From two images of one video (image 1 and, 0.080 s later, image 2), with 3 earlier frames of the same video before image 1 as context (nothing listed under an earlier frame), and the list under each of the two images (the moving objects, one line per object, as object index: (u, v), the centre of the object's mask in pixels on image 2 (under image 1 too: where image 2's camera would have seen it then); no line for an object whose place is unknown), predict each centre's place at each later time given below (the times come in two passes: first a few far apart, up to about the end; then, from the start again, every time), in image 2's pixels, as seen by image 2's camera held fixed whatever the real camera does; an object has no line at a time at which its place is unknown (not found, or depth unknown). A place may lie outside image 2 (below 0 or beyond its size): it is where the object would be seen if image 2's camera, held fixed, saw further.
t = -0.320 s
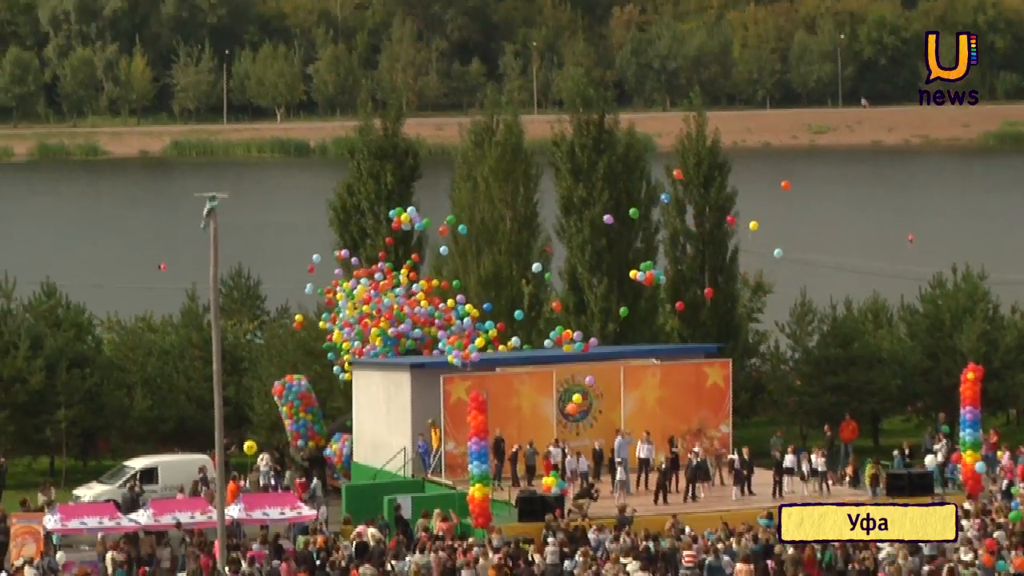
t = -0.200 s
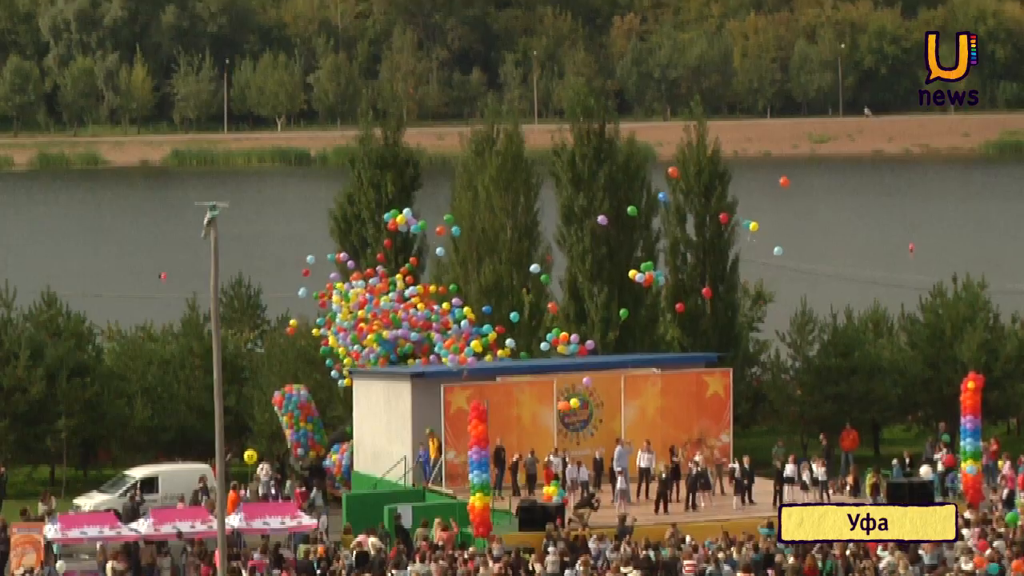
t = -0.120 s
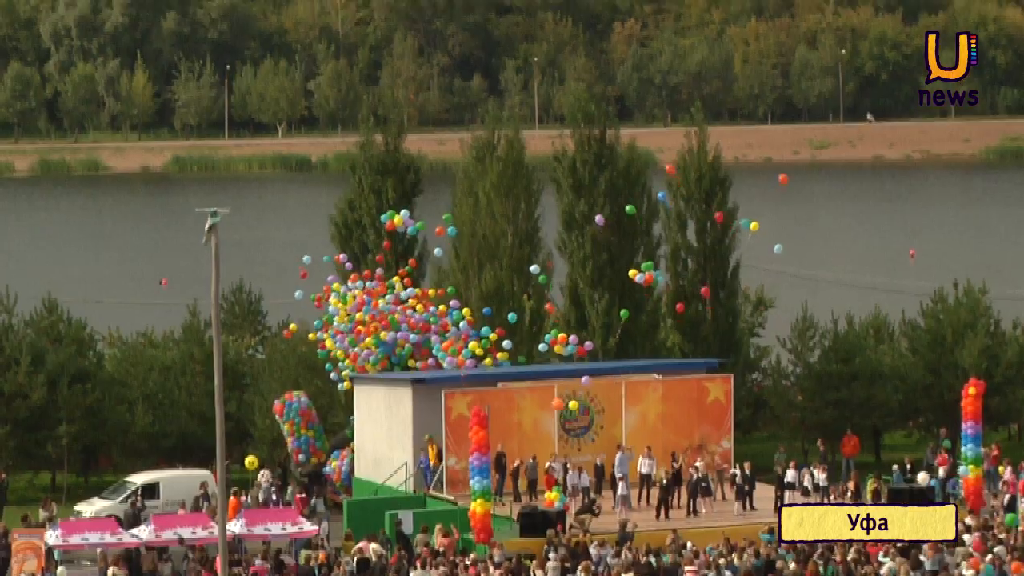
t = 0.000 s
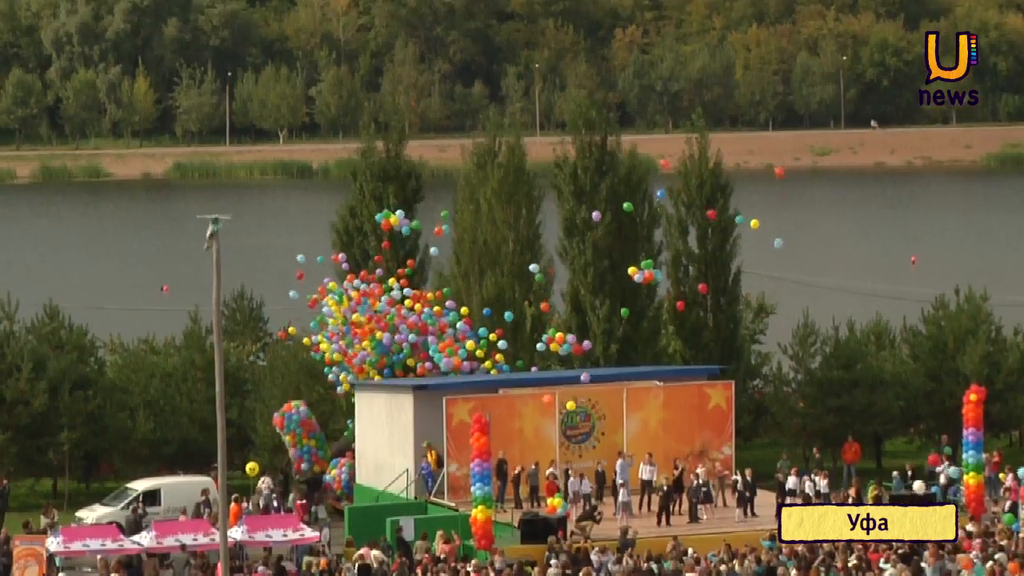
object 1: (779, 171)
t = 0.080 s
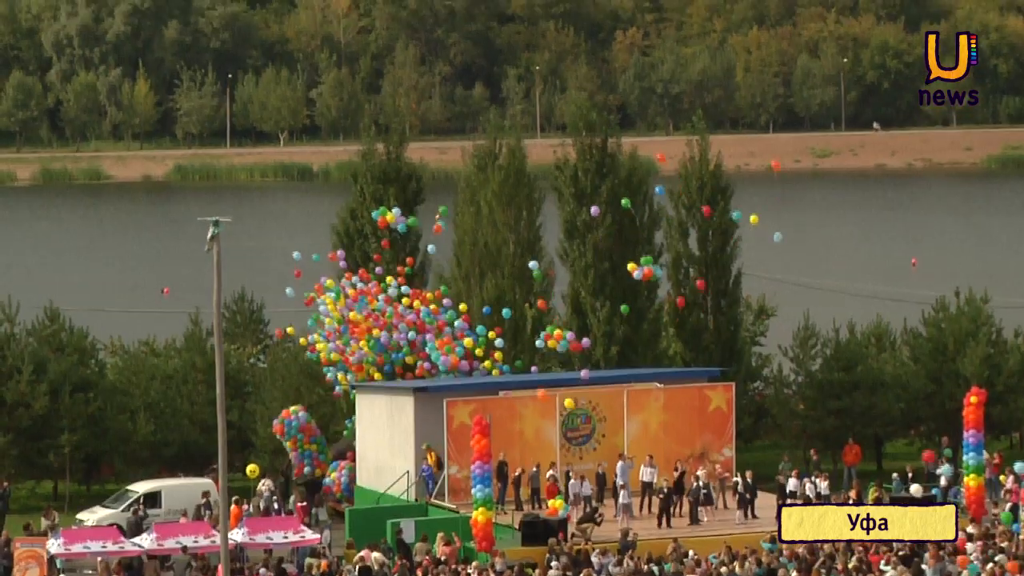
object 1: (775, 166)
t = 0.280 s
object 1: (762, 141)
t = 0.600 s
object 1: (743, 105)
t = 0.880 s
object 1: (731, 75)
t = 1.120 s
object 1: (729, 57)
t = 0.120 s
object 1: (772, 160)
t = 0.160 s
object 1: (771, 154)
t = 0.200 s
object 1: (768, 150)
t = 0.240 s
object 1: (766, 146)
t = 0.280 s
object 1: (762, 141)
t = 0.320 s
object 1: (761, 137)
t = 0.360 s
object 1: (758, 133)
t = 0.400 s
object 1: (754, 127)
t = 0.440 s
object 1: (753, 123)
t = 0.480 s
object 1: (750, 121)
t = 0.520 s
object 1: (748, 116)
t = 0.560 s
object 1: (744, 109)
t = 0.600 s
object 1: (743, 105)
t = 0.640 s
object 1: (740, 101)
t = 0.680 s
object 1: (739, 96)
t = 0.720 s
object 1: (737, 91)
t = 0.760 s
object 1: (734, 85)
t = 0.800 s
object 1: (733, 81)
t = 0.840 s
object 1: (732, 78)
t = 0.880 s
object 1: (731, 75)
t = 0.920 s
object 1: (730, 72)
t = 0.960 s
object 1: (730, 69)
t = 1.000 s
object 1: (730, 66)
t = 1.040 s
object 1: (729, 63)
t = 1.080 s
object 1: (729, 60)
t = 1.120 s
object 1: (729, 57)
